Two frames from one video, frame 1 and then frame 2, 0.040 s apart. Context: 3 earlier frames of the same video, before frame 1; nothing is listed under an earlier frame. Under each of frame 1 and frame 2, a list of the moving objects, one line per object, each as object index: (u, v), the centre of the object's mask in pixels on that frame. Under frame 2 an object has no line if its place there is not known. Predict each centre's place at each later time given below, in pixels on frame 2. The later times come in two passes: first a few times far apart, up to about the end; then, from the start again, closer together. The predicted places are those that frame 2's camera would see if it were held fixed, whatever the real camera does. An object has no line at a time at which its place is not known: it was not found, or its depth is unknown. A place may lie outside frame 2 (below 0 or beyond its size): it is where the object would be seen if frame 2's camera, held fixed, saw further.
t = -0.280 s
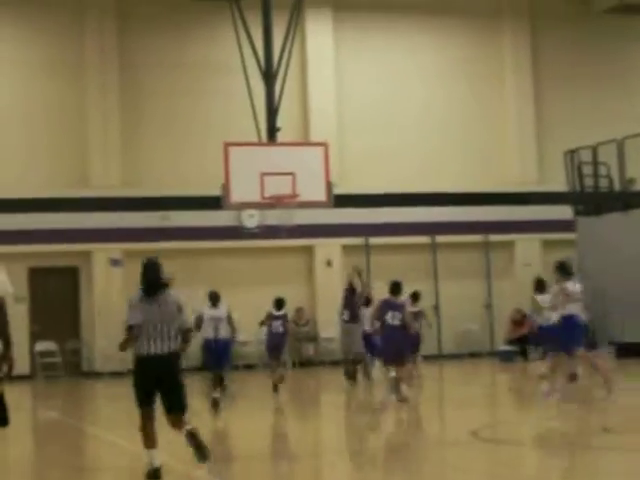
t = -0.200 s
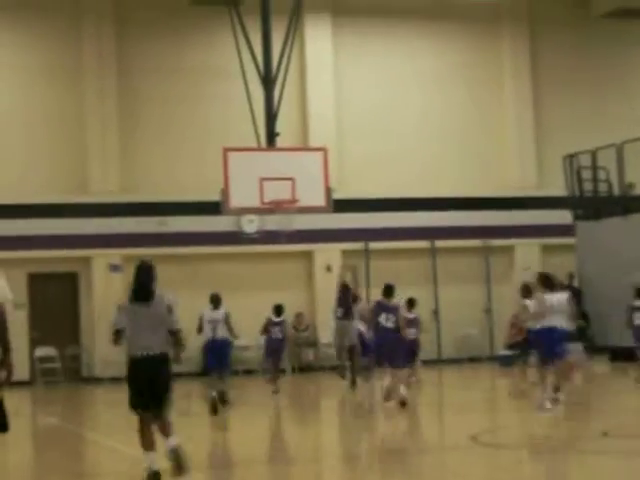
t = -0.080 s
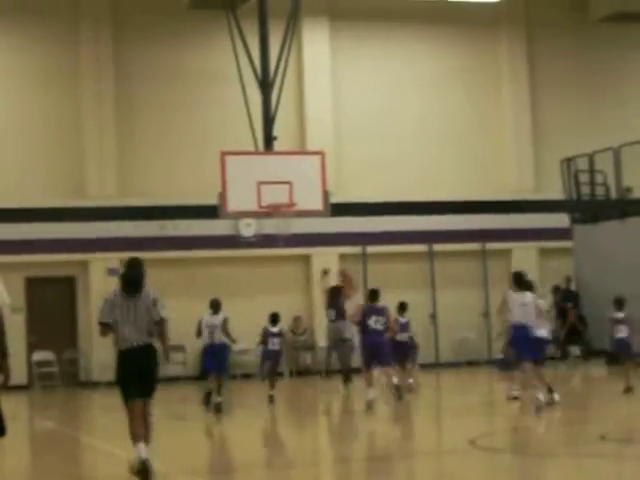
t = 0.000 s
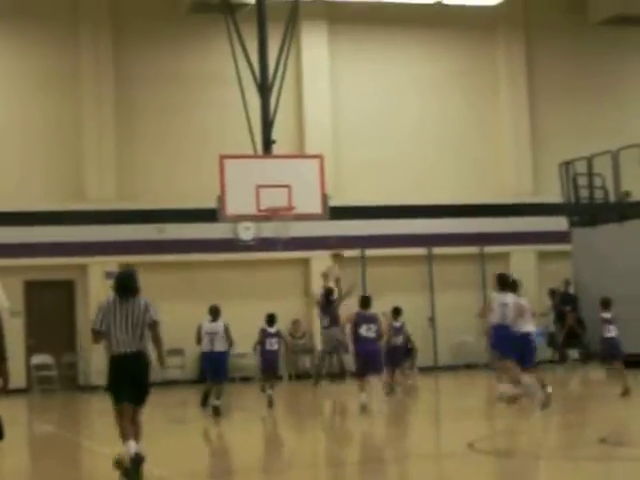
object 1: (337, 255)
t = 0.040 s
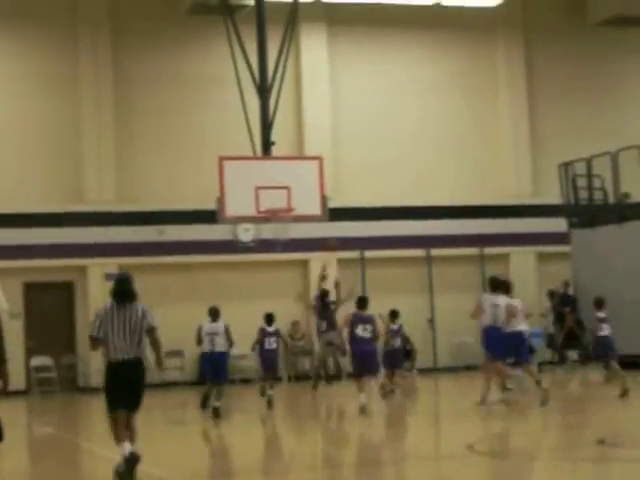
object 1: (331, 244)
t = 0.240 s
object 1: (310, 198)
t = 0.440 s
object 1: (297, 177)
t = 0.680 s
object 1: (296, 183)
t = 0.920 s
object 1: (301, 195)
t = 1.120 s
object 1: (313, 198)
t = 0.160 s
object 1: (316, 213)
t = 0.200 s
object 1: (313, 205)
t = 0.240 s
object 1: (310, 198)
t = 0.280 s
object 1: (306, 192)
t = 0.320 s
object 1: (302, 187)
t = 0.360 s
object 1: (298, 182)
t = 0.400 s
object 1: (298, 179)
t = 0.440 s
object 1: (297, 177)
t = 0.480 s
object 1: (297, 176)
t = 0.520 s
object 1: (297, 175)
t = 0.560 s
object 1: (297, 176)
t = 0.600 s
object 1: (297, 177)
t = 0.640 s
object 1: (296, 179)
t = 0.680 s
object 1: (296, 183)
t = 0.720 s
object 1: (296, 187)
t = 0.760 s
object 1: (296, 192)
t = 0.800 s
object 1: (296, 198)
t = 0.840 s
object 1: (297, 200)
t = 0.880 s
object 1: (299, 197)
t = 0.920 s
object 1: (301, 195)
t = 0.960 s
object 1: (304, 194)
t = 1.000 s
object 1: (306, 193)
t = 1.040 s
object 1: (308, 194)
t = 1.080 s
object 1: (311, 195)
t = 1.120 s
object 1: (313, 198)
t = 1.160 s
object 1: (315, 201)
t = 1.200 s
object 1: (318, 206)
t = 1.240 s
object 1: (320, 211)
